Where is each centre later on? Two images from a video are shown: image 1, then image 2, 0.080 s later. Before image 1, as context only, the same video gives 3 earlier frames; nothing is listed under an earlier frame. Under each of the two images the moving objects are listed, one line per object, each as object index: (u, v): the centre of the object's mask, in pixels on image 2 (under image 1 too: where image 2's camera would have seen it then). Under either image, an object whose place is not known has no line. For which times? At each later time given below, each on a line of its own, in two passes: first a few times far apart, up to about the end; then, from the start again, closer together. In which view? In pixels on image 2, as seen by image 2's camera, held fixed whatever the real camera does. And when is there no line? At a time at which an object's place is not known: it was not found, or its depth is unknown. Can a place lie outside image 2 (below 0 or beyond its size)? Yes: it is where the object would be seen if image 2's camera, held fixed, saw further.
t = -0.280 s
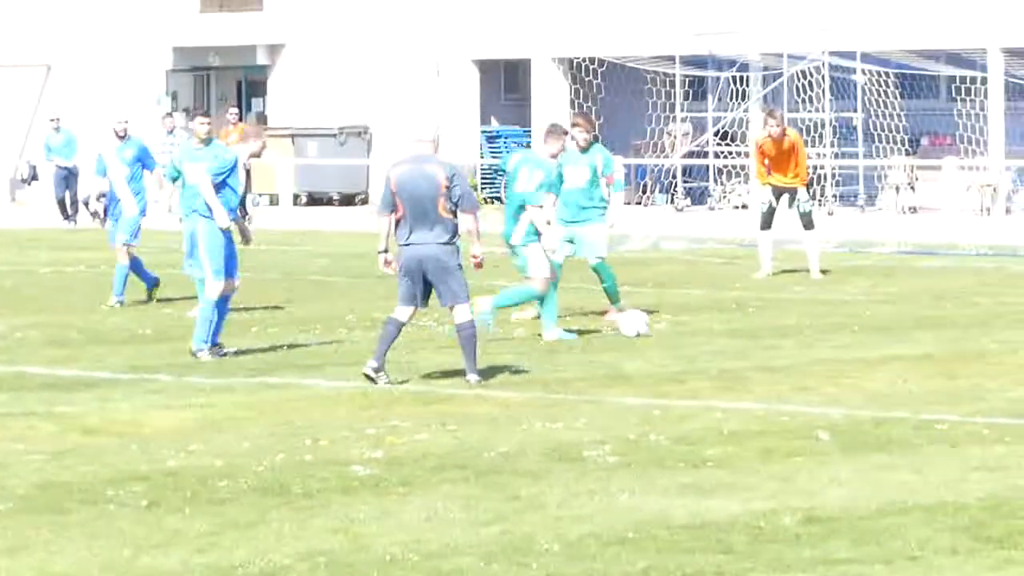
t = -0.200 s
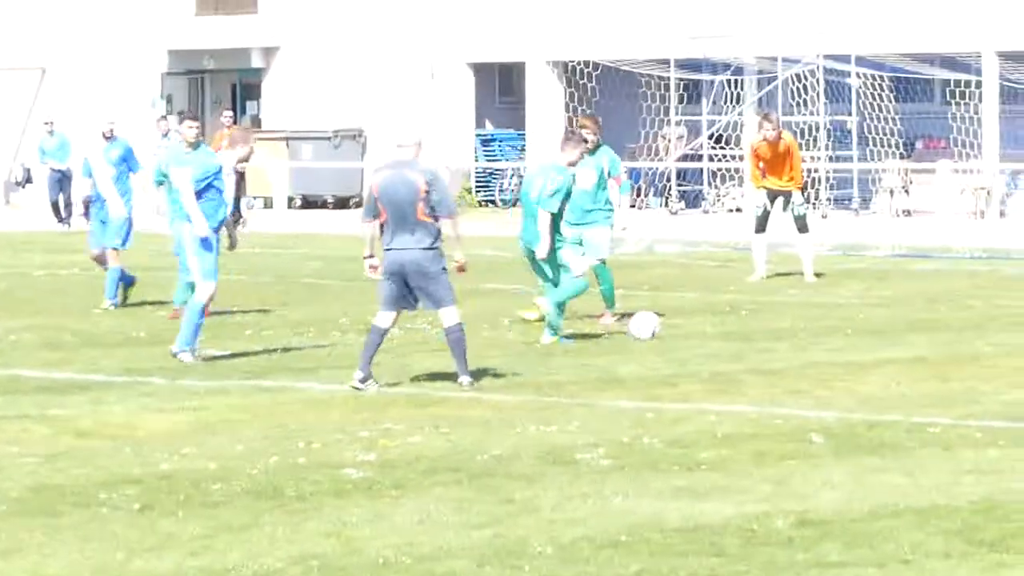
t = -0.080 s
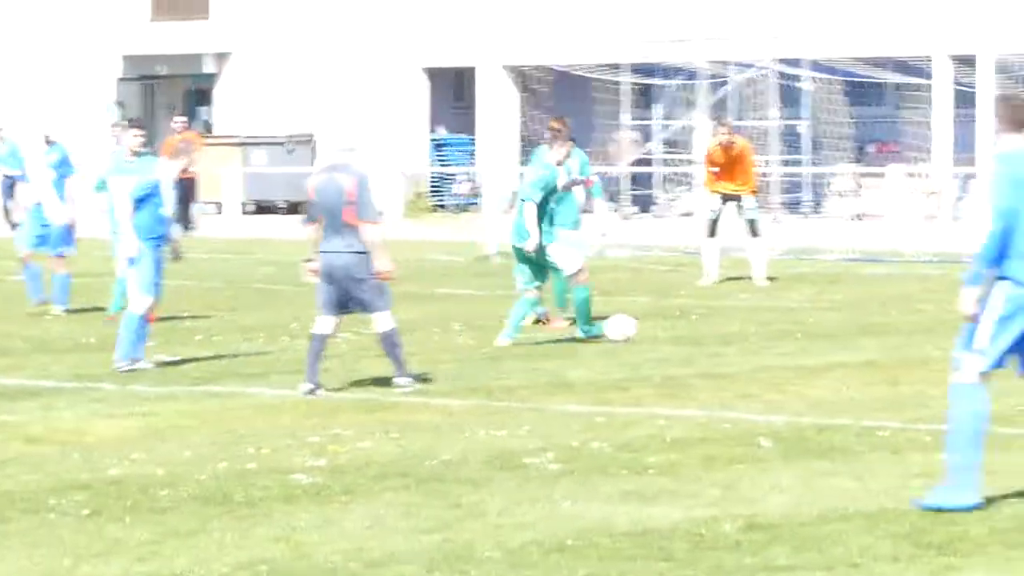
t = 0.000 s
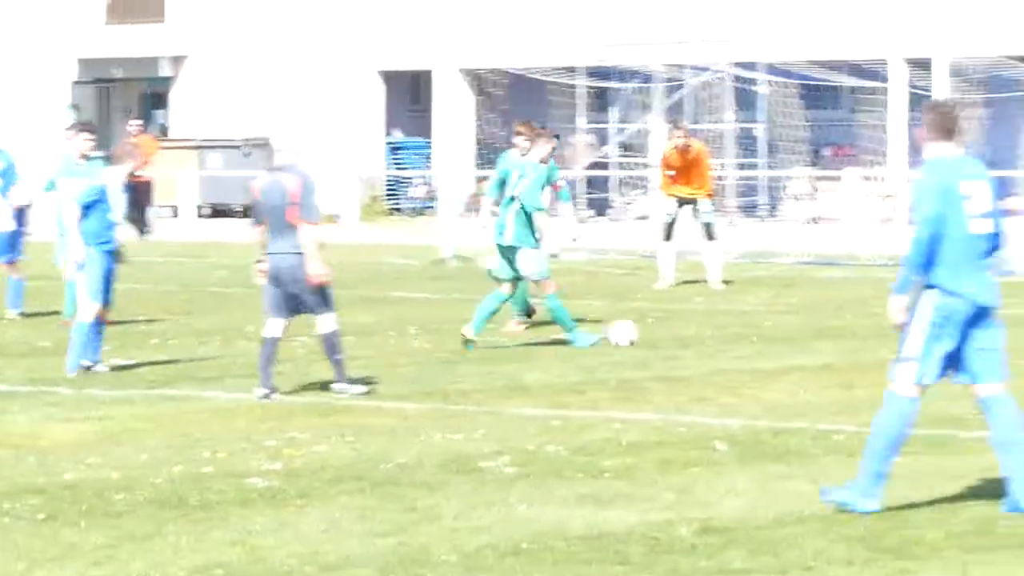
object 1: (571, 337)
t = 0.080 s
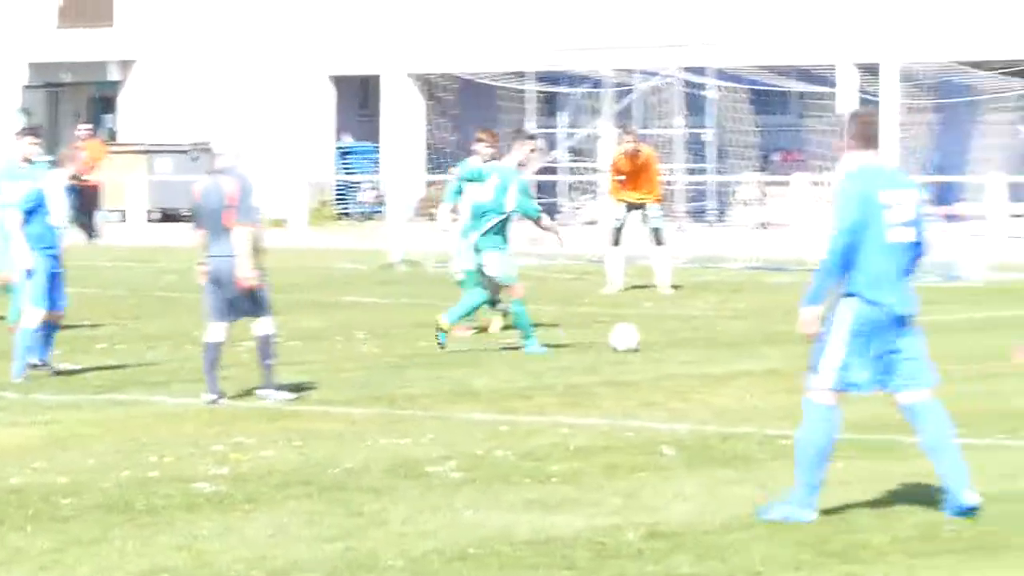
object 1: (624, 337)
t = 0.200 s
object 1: (699, 339)
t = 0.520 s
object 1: (874, 347)
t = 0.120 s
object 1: (651, 338)
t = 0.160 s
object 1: (676, 339)
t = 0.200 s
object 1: (699, 339)
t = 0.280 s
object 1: (746, 338)
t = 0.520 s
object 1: (874, 347)
